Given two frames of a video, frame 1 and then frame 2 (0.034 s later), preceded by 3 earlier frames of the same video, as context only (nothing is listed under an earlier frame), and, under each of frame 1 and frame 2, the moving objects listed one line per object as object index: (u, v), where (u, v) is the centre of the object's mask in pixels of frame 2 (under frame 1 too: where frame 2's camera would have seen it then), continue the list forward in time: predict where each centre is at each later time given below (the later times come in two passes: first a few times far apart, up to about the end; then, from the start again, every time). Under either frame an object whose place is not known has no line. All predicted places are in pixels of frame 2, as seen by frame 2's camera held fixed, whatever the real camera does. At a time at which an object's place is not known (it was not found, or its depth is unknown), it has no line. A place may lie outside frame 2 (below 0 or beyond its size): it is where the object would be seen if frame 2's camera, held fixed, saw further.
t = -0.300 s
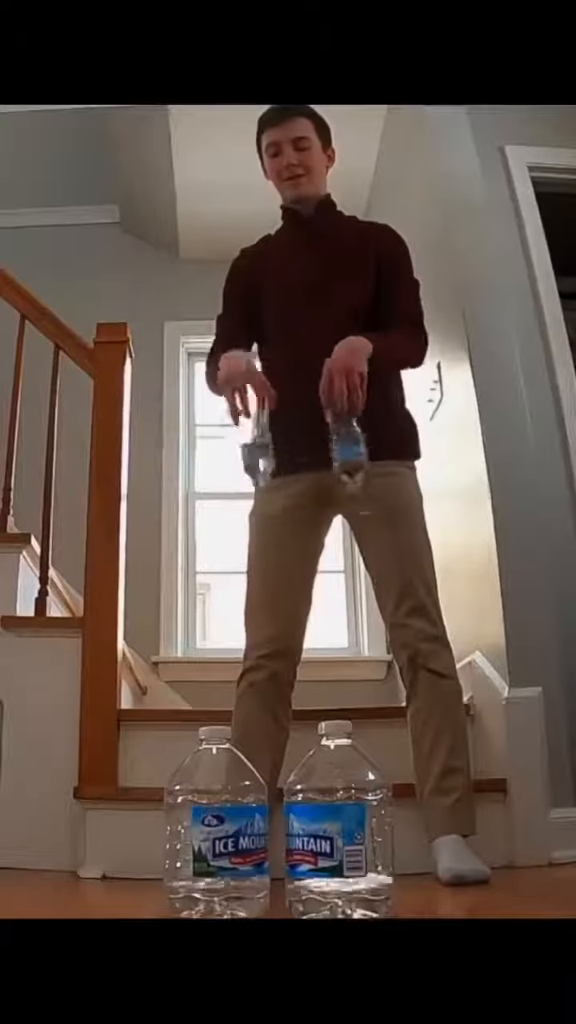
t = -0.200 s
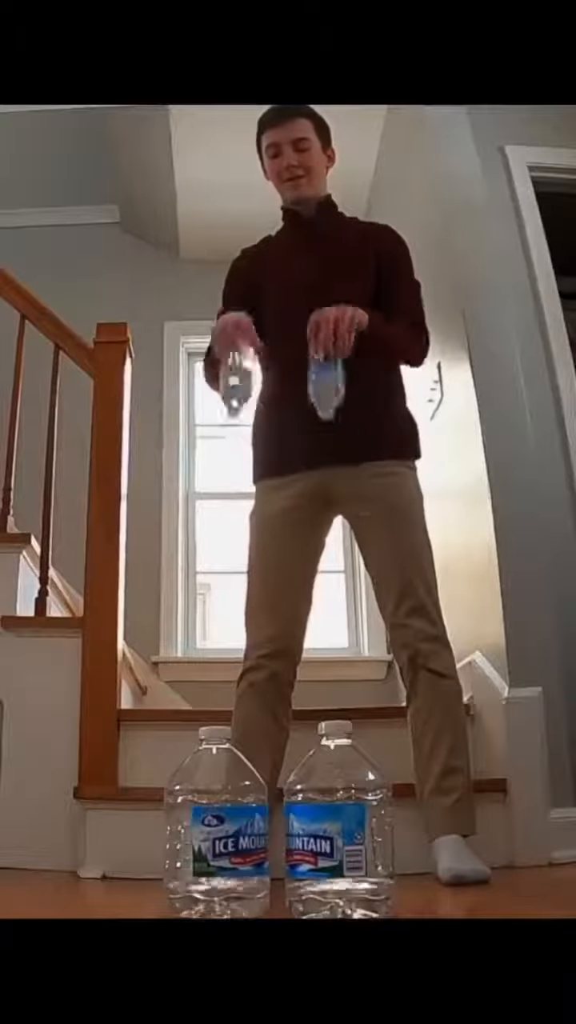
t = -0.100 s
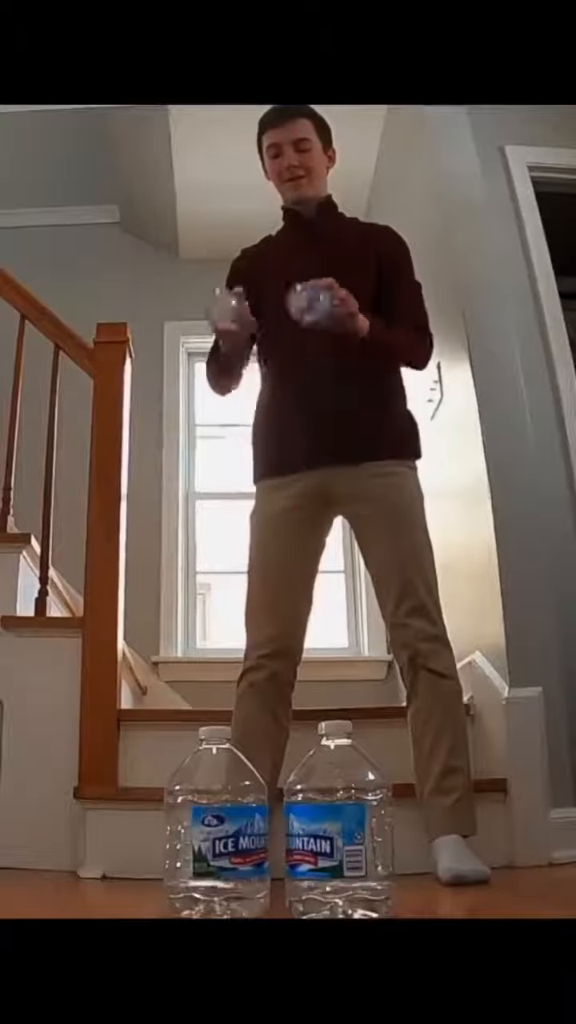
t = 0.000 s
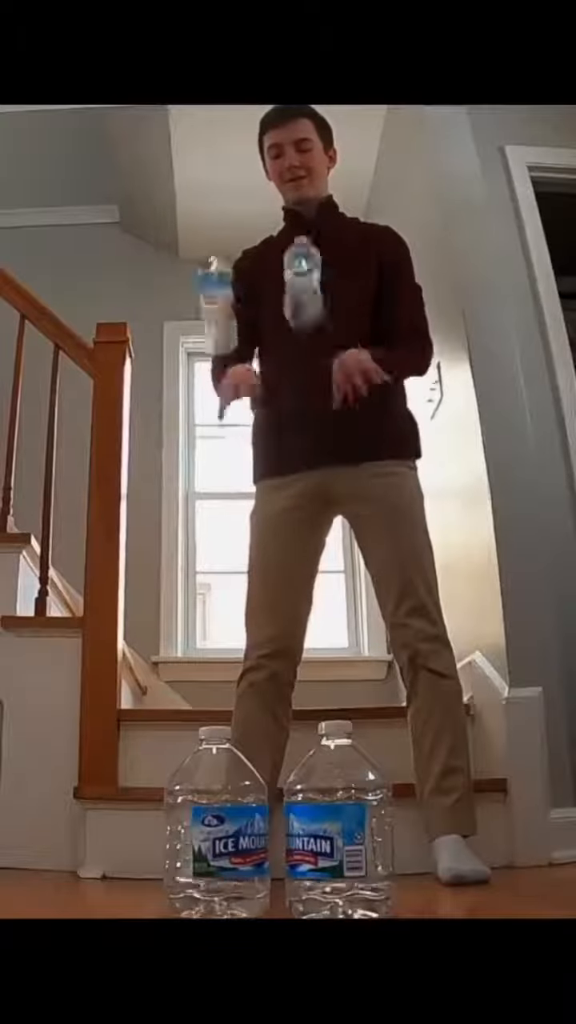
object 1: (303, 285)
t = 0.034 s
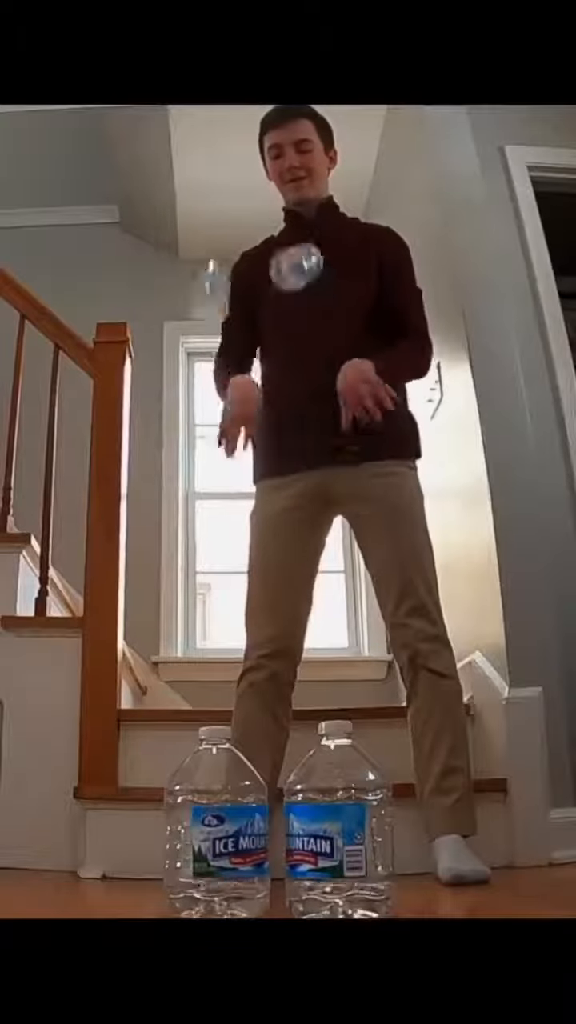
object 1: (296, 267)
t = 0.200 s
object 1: (307, 322)
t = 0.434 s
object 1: (335, 641)
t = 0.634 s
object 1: (333, 640)
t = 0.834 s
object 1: (332, 640)
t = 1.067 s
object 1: (331, 639)
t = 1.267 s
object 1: (331, 640)
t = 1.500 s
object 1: (332, 641)
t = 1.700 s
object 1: (332, 641)
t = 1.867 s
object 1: (332, 640)
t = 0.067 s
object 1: (295, 260)
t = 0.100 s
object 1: (297, 266)
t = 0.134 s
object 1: (300, 278)
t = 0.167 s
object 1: (303, 295)
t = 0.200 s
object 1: (307, 322)
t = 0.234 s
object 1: (311, 354)
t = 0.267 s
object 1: (316, 395)
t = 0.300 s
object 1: (320, 444)
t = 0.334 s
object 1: (325, 501)
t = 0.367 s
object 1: (330, 571)
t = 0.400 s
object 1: (334, 640)
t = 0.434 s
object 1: (335, 641)
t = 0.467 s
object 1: (337, 640)
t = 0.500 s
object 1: (339, 639)
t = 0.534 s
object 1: (340, 639)
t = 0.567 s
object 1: (340, 640)
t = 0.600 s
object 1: (337, 642)
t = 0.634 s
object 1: (333, 640)
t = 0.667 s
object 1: (331, 638)
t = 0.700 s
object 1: (330, 637)
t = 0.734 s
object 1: (330, 637)
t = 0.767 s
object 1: (330, 637)
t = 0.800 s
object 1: (330, 638)
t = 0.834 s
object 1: (332, 640)
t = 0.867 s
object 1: (333, 640)
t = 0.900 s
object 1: (333, 640)
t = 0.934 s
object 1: (332, 640)
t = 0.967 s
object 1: (332, 639)
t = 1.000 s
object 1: (331, 639)
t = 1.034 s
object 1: (331, 639)
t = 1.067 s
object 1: (331, 639)
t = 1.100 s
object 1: (331, 640)
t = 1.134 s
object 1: (332, 640)
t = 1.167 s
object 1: (332, 640)
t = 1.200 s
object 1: (332, 640)
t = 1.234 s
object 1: (331, 639)
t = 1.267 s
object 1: (331, 640)
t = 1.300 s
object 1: (331, 640)
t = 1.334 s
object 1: (332, 640)
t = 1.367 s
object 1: (331, 640)
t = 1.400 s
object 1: (331, 640)
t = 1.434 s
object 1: (332, 640)
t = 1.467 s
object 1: (332, 640)
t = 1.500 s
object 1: (332, 641)
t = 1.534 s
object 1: (333, 641)
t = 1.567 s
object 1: (332, 641)
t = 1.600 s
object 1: (332, 641)
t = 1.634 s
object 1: (332, 641)
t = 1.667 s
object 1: (332, 641)
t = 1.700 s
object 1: (332, 641)
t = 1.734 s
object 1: (332, 641)
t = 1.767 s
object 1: (332, 640)
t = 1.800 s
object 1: (332, 640)
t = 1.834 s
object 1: (332, 641)
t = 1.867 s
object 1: (332, 640)
